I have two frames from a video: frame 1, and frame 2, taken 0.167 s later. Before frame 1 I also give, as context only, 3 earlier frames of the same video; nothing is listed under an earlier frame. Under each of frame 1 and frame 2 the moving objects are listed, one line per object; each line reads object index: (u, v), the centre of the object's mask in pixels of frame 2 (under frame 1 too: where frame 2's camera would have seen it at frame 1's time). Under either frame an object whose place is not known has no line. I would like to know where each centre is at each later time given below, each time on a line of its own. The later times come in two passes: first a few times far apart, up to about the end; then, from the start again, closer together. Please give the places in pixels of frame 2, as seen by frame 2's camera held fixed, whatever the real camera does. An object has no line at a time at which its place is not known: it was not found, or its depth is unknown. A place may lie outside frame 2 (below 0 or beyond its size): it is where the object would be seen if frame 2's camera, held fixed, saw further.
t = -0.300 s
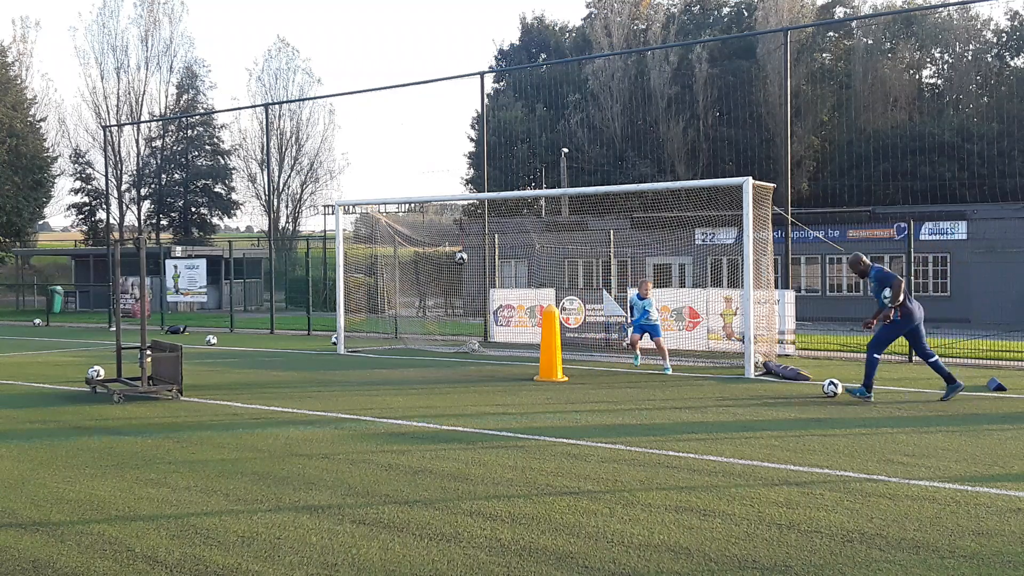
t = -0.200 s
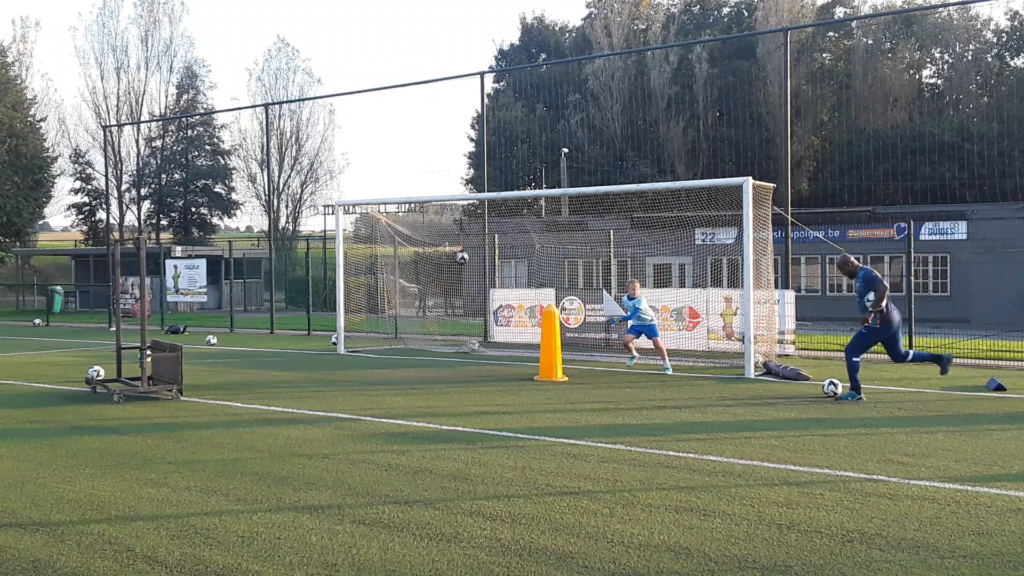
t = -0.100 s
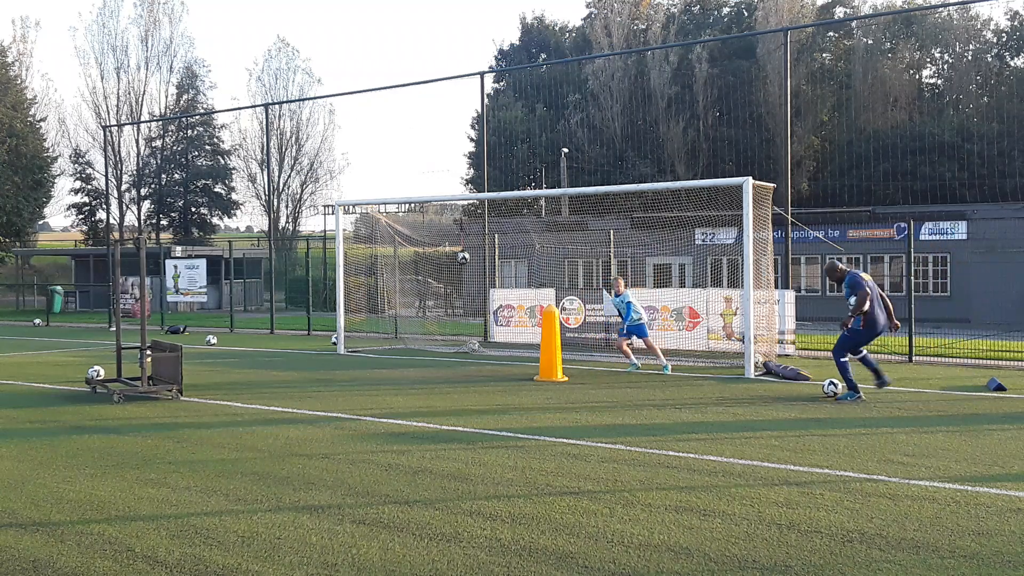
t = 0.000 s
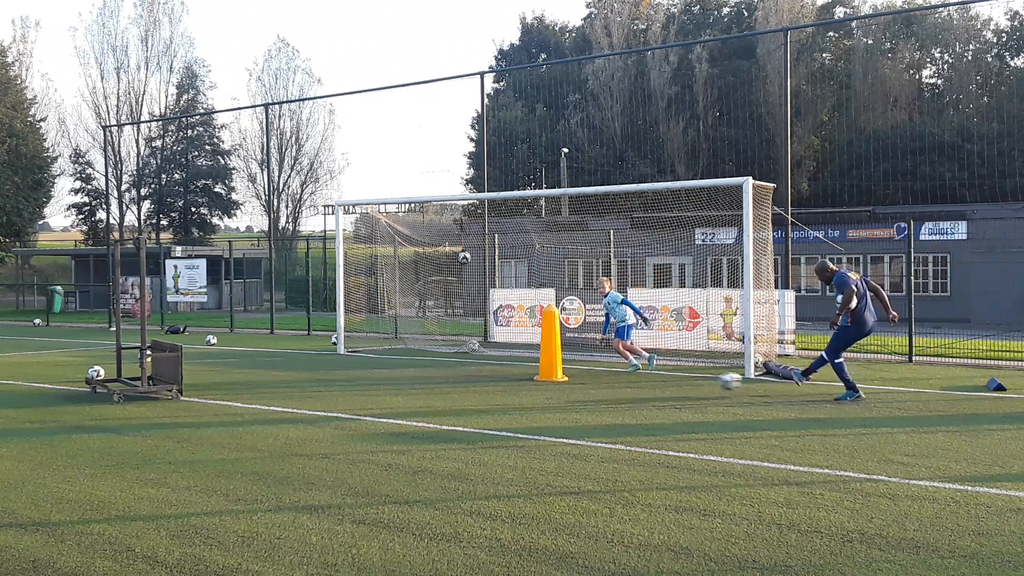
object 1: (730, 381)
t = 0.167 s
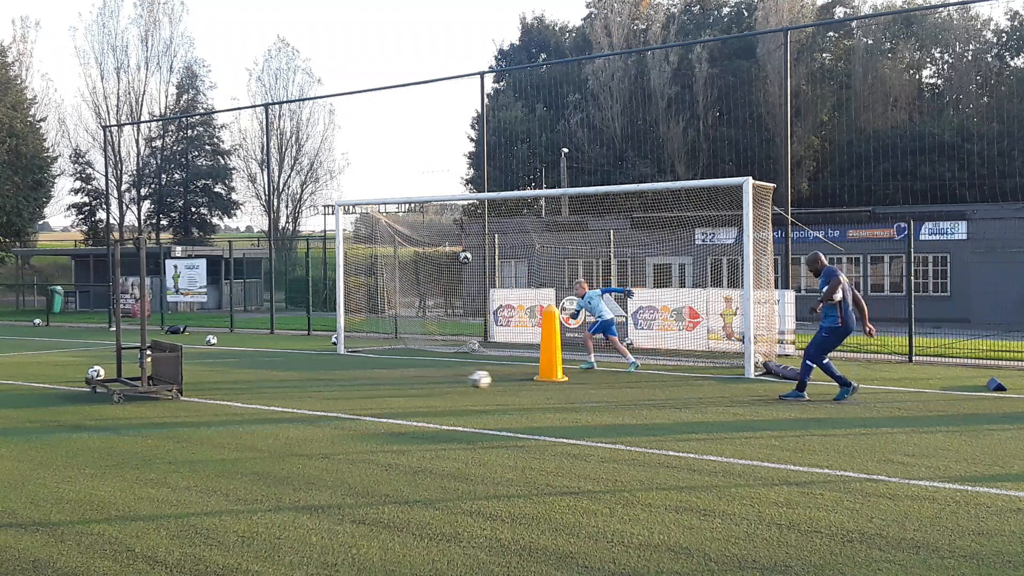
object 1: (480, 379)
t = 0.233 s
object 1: (384, 384)
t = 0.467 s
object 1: (208, 372)
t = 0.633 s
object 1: (284, 370)
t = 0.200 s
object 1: (432, 381)
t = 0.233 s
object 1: (384, 384)
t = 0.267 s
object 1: (341, 383)
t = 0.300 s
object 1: (300, 380)
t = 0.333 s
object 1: (259, 378)
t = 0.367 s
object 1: (219, 377)
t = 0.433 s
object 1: (192, 375)
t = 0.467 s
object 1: (208, 372)
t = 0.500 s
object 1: (225, 369)
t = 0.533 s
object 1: (241, 368)
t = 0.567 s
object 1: (256, 368)
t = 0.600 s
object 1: (270, 368)
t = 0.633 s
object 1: (284, 370)
